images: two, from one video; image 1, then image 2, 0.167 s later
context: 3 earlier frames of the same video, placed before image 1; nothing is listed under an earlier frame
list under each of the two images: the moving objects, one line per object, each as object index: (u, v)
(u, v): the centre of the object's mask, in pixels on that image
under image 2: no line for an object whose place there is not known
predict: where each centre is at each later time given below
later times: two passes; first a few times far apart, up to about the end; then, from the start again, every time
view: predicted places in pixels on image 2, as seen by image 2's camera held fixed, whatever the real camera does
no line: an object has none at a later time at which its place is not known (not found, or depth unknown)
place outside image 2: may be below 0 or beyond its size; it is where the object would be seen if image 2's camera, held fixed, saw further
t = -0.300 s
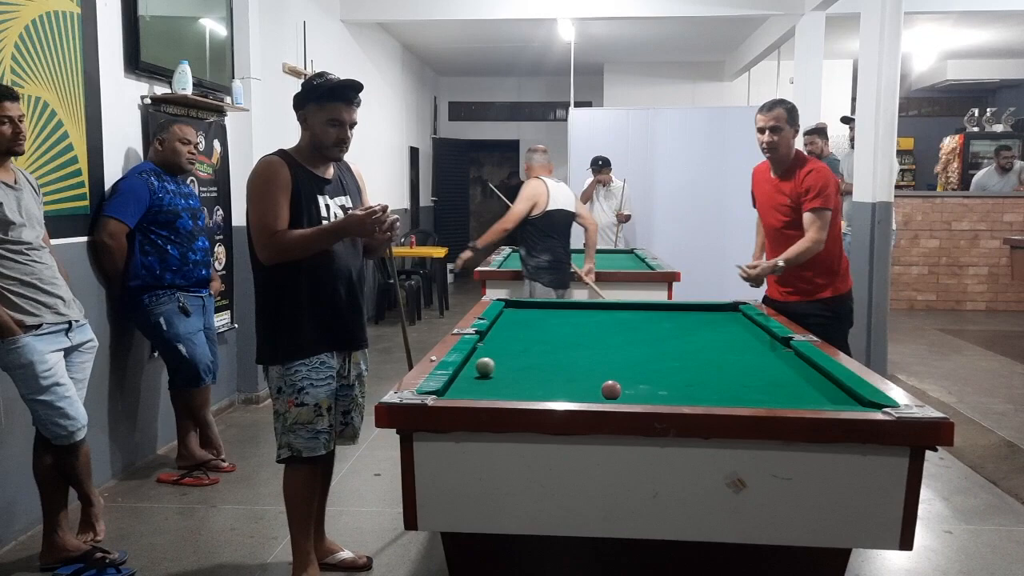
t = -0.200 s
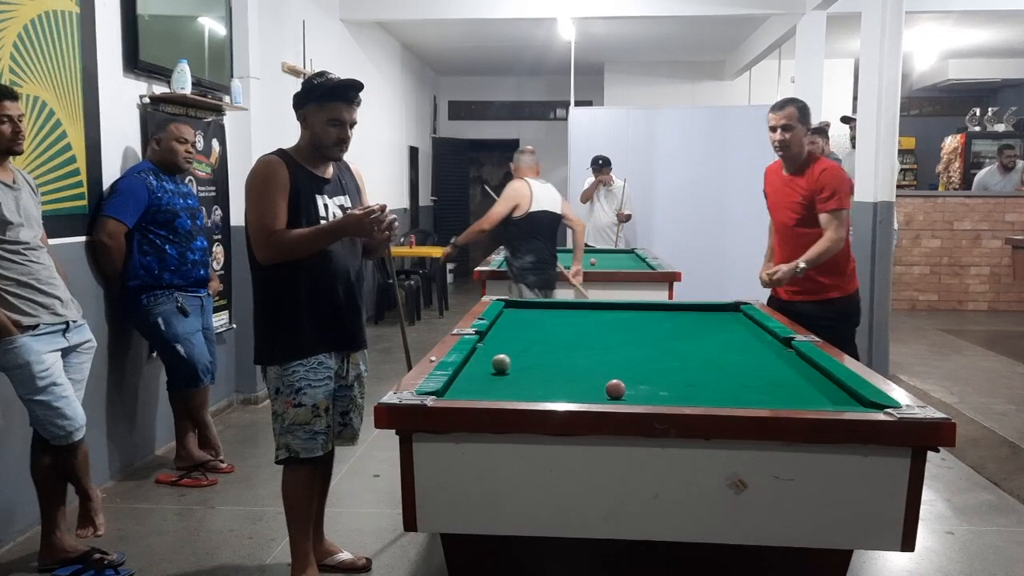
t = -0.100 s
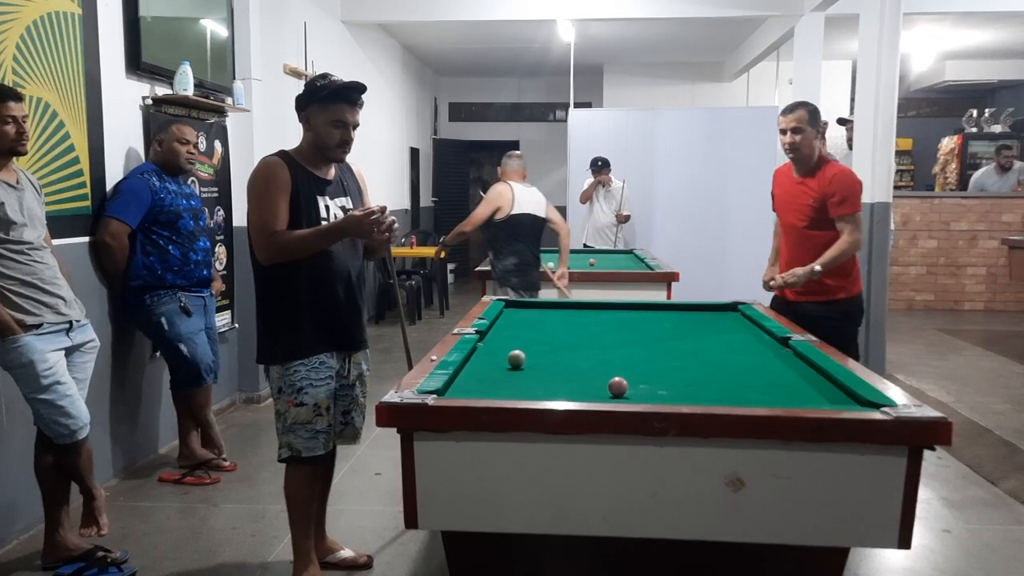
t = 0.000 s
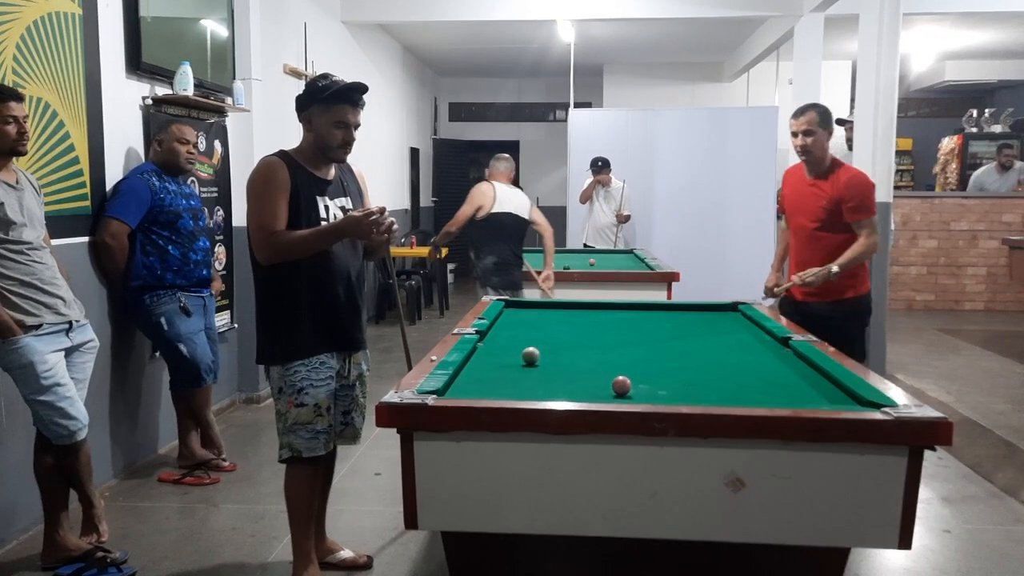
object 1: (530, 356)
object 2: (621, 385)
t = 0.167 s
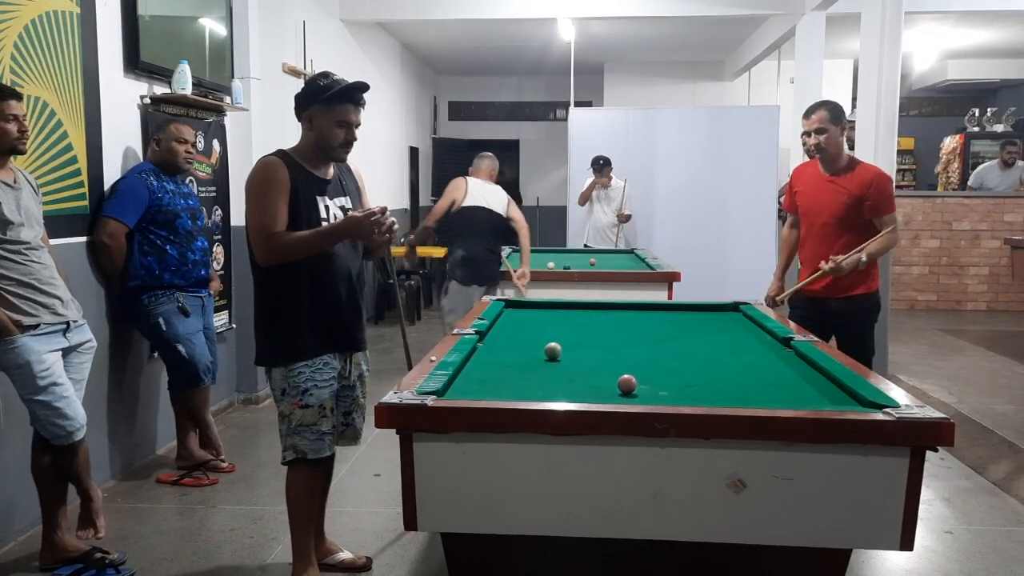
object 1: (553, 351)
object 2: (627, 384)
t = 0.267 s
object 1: (565, 348)
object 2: (630, 383)
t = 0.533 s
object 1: (594, 341)
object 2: (636, 381)
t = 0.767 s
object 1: (617, 335)
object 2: (641, 379)
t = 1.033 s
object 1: (640, 329)
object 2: (645, 377)
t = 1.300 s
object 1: (661, 324)
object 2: (649, 376)
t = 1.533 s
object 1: (676, 320)
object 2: (650, 376)
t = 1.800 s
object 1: (692, 316)
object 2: (650, 376)
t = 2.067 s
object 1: (706, 313)
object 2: (650, 376)
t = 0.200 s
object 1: (557, 350)
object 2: (628, 384)
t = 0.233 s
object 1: (561, 349)
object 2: (629, 383)
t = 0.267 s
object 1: (565, 348)
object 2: (630, 383)
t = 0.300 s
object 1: (569, 347)
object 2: (630, 383)
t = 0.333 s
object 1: (573, 346)
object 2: (632, 382)
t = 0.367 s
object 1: (577, 345)
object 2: (632, 382)
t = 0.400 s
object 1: (580, 344)
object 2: (633, 382)
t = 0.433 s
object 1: (584, 343)
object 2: (634, 381)
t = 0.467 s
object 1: (587, 342)
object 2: (634, 381)
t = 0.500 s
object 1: (591, 342)
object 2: (635, 381)
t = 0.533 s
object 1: (594, 341)
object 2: (636, 381)
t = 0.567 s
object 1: (598, 340)
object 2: (637, 380)
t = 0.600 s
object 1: (601, 339)
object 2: (638, 380)
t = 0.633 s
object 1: (604, 338)
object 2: (638, 380)
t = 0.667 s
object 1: (608, 337)
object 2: (639, 379)
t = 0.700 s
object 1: (611, 337)
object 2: (640, 379)
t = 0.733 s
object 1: (614, 336)
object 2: (640, 379)
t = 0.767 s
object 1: (617, 335)
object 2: (641, 379)
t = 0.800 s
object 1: (620, 334)
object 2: (641, 378)
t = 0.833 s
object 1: (623, 334)
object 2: (642, 378)
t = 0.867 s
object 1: (626, 333)
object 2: (643, 378)
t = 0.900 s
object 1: (629, 332)
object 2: (643, 378)
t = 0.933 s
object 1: (632, 331)
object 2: (644, 378)
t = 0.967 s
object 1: (635, 331)
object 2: (644, 377)
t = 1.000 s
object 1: (638, 330)
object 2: (645, 377)
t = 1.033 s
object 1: (640, 329)
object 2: (645, 377)
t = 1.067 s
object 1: (643, 329)
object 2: (646, 377)
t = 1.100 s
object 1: (646, 328)
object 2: (647, 377)
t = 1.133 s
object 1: (648, 328)
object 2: (647, 377)
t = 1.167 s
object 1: (651, 327)
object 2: (647, 377)
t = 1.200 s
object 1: (653, 326)
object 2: (648, 377)
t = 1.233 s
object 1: (656, 326)
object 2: (648, 376)
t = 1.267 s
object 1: (658, 325)
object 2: (649, 376)
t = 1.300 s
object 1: (661, 324)
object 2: (649, 376)
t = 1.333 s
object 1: (663, 324)
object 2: (649, 376)
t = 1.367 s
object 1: (665, 323)
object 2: (649, 376)
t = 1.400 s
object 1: (667, 323)
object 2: (649, 376)
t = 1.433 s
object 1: (669, 322)
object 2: (649, 376)
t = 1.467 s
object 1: (672, 321)
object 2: (650, 376)
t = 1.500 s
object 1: (674, 321)
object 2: (650, 376)
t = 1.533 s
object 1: (676, 320)
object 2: (650, 376)
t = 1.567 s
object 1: (678, 320)
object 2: (650, 376)
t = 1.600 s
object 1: (680, 319)
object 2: (650, 376)
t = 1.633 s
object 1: (682, 319)
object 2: (650, 376)
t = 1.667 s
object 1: (684, 318)
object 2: (650, 376)
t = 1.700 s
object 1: (686, 318)
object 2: (650, 376)
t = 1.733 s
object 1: (688, 317)
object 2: (650, 376)
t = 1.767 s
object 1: (690, 317)
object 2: (650, 376)
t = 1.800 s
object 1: (692, 316)
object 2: (650, 376)
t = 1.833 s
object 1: (694, 316)
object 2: (650, 376)
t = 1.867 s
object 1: (695, 315)
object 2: (650, 376)
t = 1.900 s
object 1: (697, 315)
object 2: (650, 376)
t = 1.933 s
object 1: (699, 315)
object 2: (650, 376)
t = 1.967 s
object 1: (701, 314)
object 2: (650, 376)
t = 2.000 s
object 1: (702, 314)
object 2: (650, 376)
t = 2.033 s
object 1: (704, 313)
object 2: (650, 376)
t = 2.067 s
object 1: (706, 313)
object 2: (650, 376)
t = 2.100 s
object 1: (707, 313)
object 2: (650, 376)
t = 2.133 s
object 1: (709, 312)
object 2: (650, 376)
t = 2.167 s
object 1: (710, 312)
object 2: (650, 376)
